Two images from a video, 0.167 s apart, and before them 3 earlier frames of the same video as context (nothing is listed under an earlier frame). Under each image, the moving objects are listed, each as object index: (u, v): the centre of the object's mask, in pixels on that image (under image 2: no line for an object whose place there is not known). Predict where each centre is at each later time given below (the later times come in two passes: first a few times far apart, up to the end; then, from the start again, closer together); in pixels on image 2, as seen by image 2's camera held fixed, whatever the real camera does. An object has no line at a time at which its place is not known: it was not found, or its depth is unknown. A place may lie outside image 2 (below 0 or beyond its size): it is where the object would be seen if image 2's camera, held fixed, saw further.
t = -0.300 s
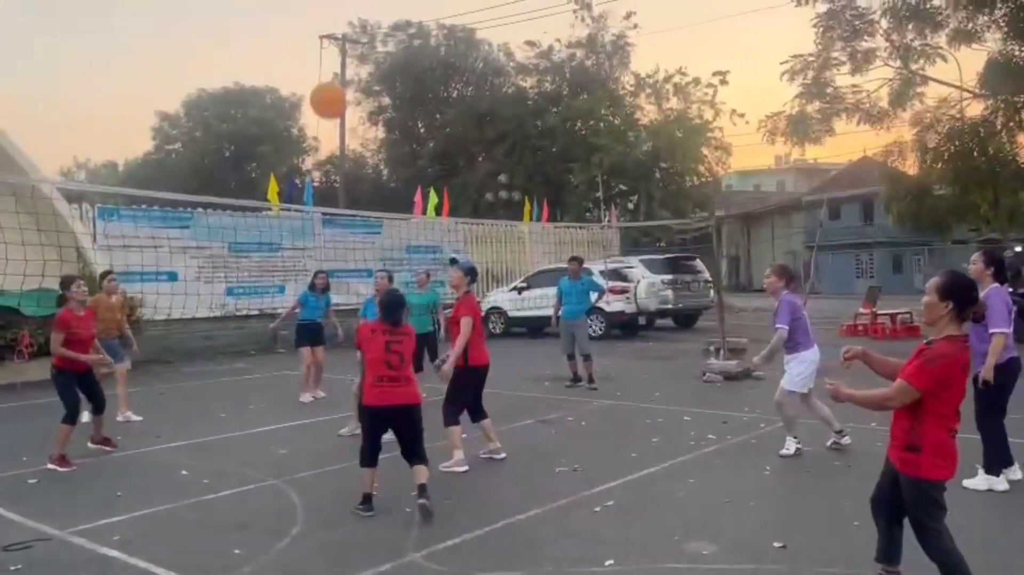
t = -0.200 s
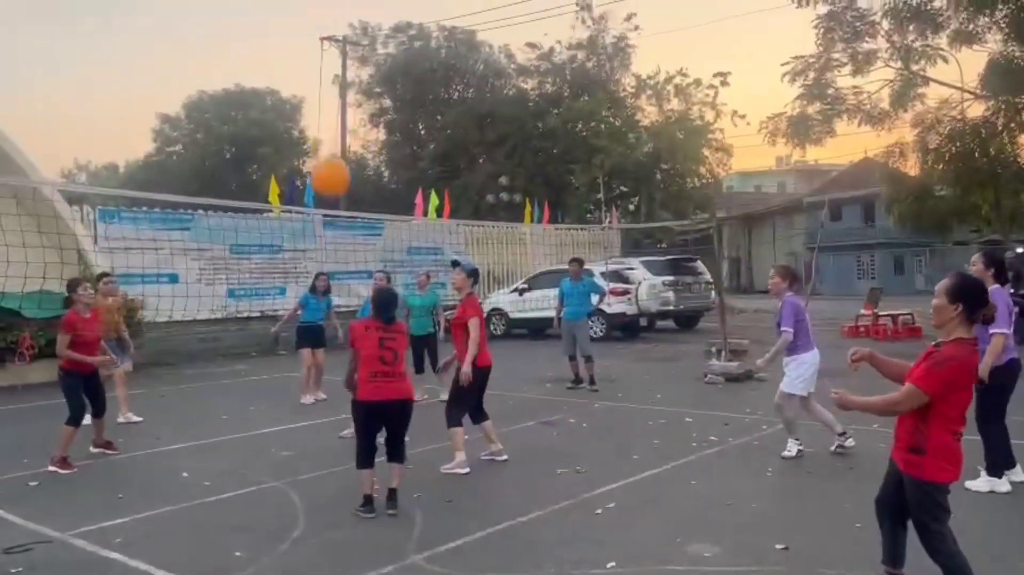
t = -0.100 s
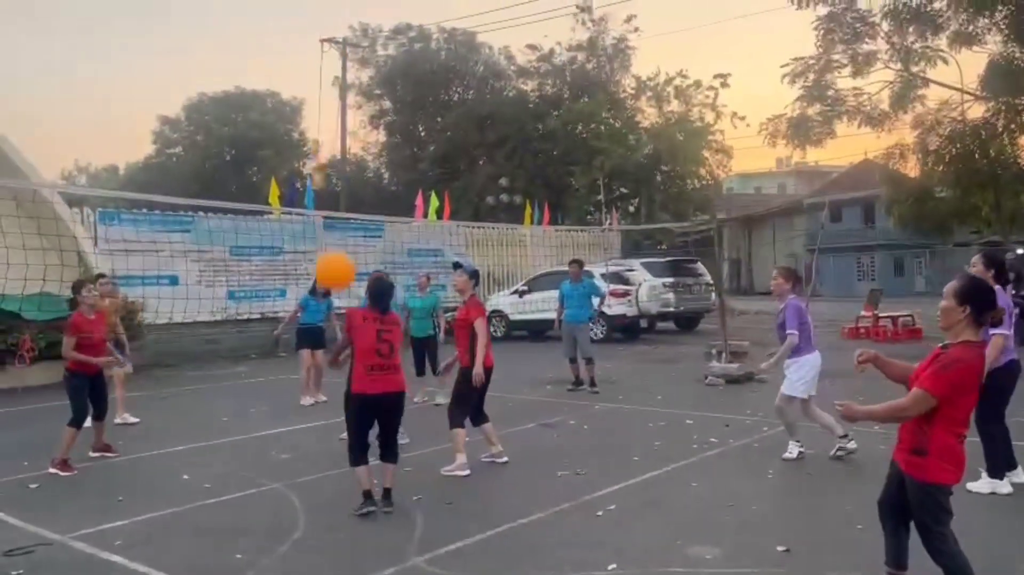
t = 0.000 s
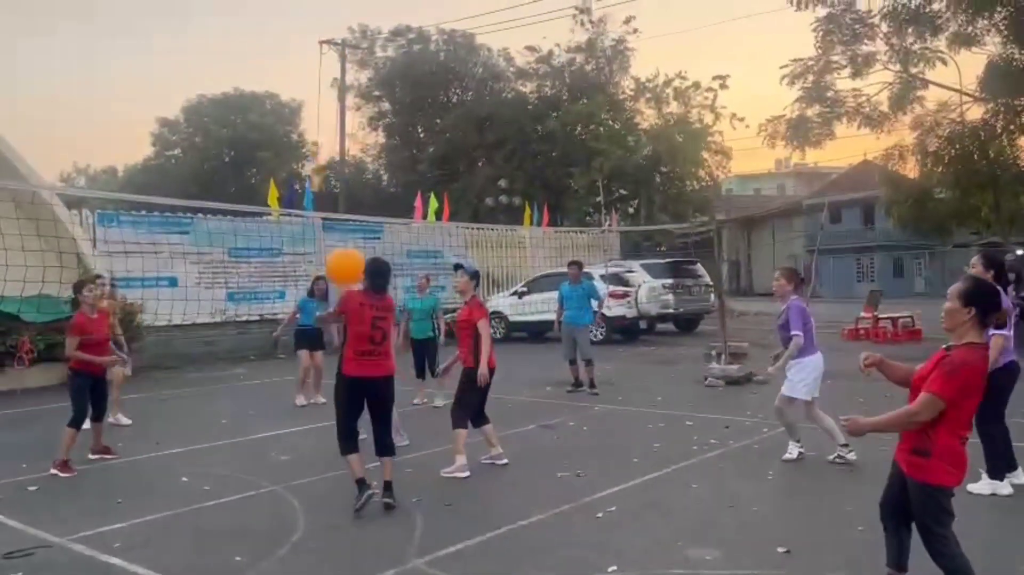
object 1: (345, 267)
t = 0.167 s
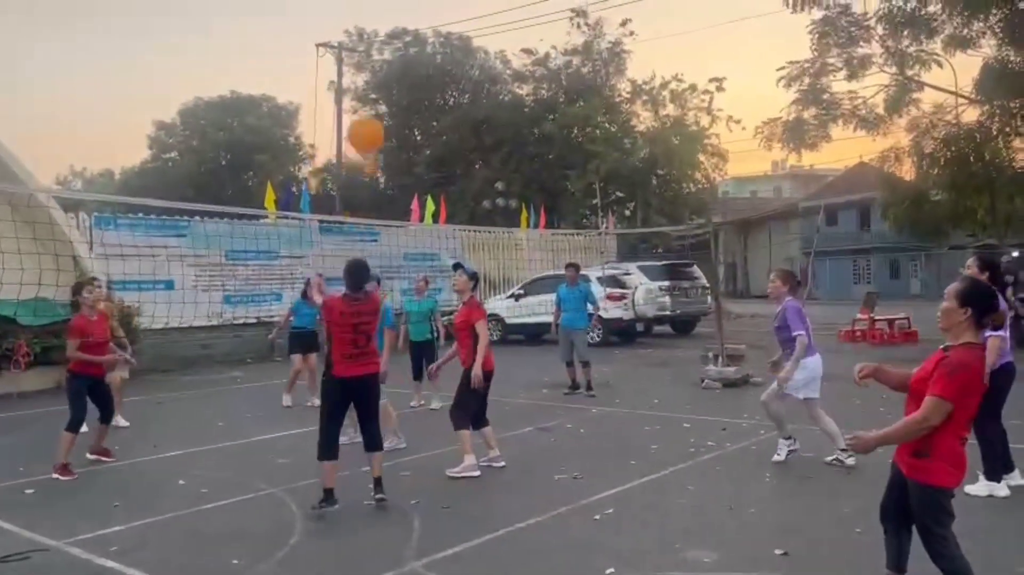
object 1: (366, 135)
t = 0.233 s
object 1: (375, 99)
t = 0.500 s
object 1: (399, 15)
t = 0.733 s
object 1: (419, 14)
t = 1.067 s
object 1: (444, 105)
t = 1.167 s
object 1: (451, 149)
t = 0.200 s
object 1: (370, 114)
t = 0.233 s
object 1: (375, 99)
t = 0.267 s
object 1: (378, 84)
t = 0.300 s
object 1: (383, 68)
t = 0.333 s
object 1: (386, 57)
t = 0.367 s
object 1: (389, 46)
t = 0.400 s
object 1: (391, 35)
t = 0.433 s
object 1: (394, 28)
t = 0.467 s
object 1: (396, 21)
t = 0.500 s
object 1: (399, 15)
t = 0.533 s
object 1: (402, 12)
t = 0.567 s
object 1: (405, 10)
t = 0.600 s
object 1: (407, 9)
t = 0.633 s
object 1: (411, 9)
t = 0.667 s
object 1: (413, 10)
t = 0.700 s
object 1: (416, 11)
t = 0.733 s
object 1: (419, 14)
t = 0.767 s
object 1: (422, 20)
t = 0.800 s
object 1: (425, 25)
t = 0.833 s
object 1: (427, 33)
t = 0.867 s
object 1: (430, 41)
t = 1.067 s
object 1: (444, 105)
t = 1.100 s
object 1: (447, 118)
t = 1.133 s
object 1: (449, 134)
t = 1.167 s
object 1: (451, 149)
